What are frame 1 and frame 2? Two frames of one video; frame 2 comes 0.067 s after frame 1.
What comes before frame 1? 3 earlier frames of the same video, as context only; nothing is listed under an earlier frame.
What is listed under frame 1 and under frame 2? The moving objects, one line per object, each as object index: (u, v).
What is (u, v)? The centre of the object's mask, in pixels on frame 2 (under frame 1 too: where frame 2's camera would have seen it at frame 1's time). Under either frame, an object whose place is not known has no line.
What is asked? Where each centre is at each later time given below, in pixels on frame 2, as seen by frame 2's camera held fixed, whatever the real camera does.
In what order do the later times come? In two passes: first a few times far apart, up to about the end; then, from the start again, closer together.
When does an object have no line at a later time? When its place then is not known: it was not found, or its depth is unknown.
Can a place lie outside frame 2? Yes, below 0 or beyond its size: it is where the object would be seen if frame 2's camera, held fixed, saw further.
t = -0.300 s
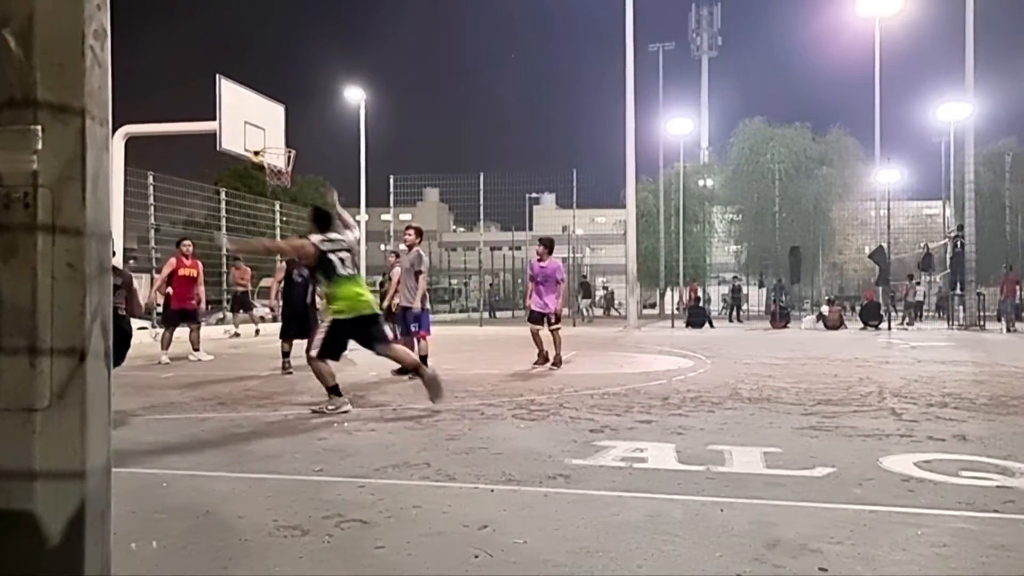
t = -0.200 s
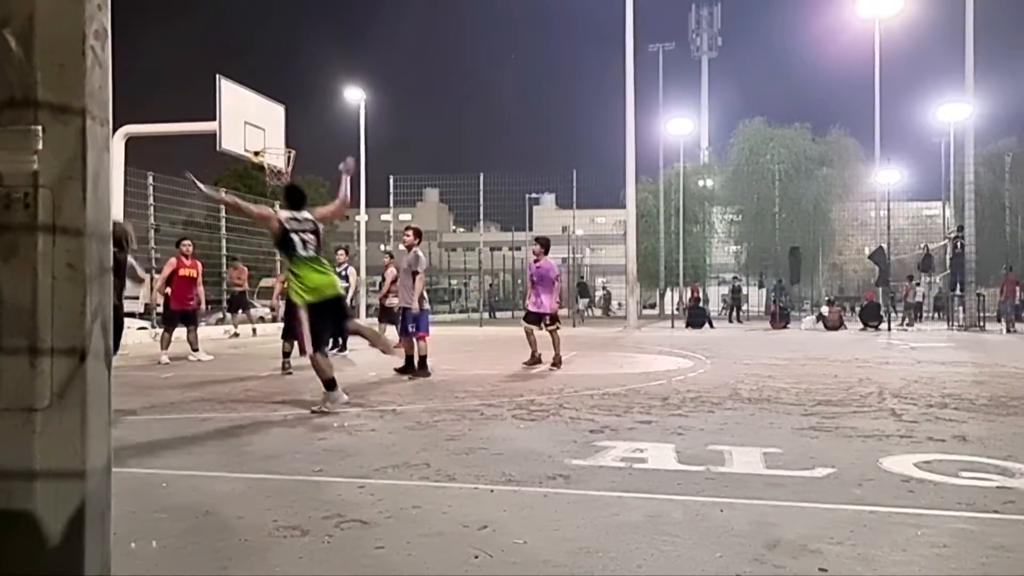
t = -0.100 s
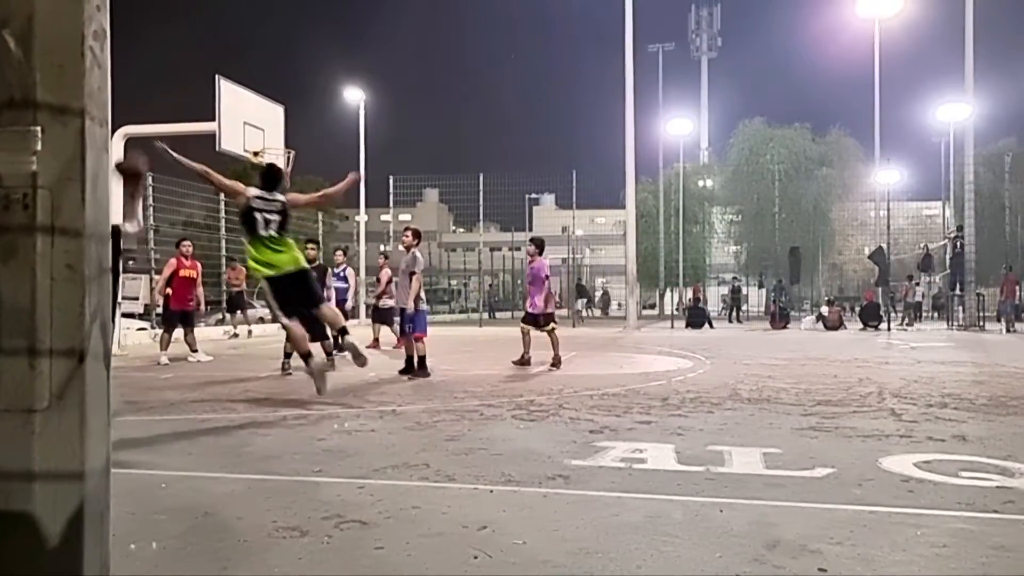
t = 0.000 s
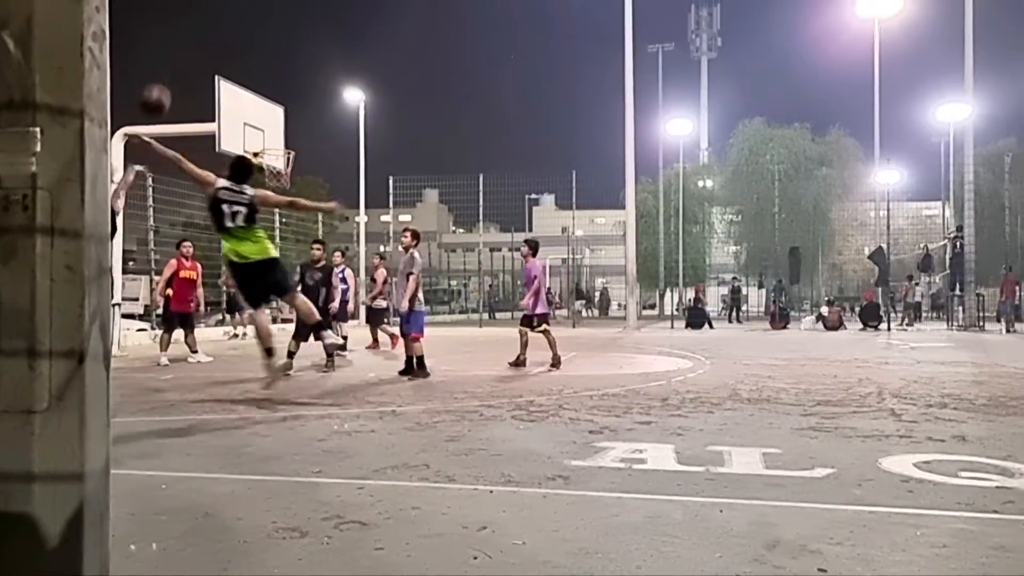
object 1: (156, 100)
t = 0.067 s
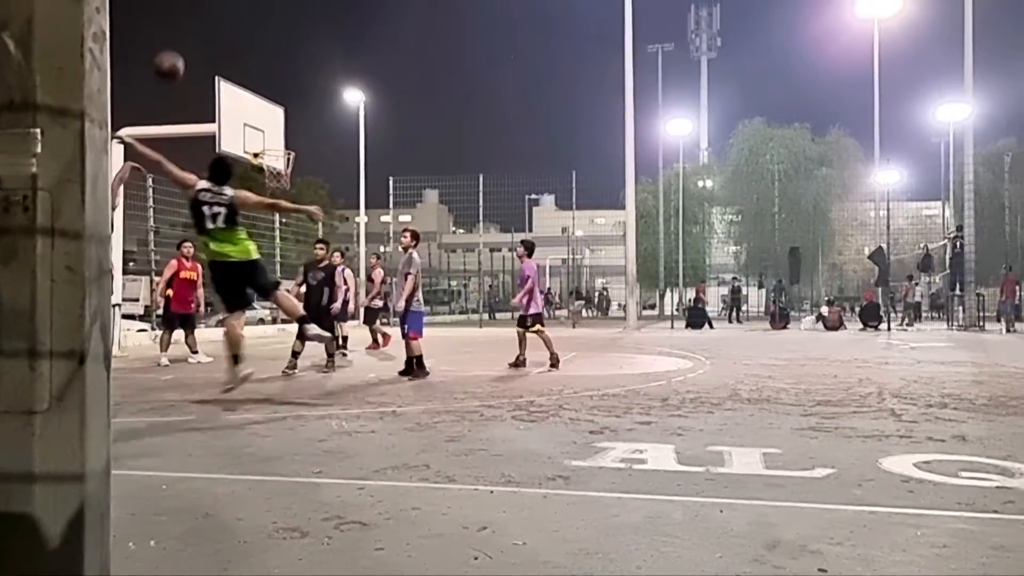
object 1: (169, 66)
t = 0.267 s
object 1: (205, 7)
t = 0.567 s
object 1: (246, 4)
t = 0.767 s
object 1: (266, 40)
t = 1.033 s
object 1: (288, 120)
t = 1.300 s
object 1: (304, 130)
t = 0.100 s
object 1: (176, 51)
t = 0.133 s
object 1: (182, 39)
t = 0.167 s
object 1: (188, 28)
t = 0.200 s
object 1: (194, 20)
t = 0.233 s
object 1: (199, 12)
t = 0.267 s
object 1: (205, 7)
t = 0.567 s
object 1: (246, 4)
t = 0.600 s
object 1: (249, 8)
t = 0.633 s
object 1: (252, 13)
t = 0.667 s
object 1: (255, 19)
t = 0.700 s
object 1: (259, 25)
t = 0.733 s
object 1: (263, 32)
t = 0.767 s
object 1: (266, 40)
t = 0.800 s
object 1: (268, 47)
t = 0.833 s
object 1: (271, 56)
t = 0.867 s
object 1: (275, 66)
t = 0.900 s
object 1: (277, 76)
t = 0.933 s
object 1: (279, 86)
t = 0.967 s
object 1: (282, 97)
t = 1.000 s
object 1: (285, 109)
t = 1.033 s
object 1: (288, 120)
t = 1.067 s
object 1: (290, 132)
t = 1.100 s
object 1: (291, 144)
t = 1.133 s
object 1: (294, 141)
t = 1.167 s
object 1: (295, 137)
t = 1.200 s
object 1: (297, 134)
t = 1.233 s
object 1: (300, 132)
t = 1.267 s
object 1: (302, 130)
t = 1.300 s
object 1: (304, 130)
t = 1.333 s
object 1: (306, 129)
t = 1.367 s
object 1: (308, 130)
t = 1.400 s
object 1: (310, 131)
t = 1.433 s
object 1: (312, 132)
